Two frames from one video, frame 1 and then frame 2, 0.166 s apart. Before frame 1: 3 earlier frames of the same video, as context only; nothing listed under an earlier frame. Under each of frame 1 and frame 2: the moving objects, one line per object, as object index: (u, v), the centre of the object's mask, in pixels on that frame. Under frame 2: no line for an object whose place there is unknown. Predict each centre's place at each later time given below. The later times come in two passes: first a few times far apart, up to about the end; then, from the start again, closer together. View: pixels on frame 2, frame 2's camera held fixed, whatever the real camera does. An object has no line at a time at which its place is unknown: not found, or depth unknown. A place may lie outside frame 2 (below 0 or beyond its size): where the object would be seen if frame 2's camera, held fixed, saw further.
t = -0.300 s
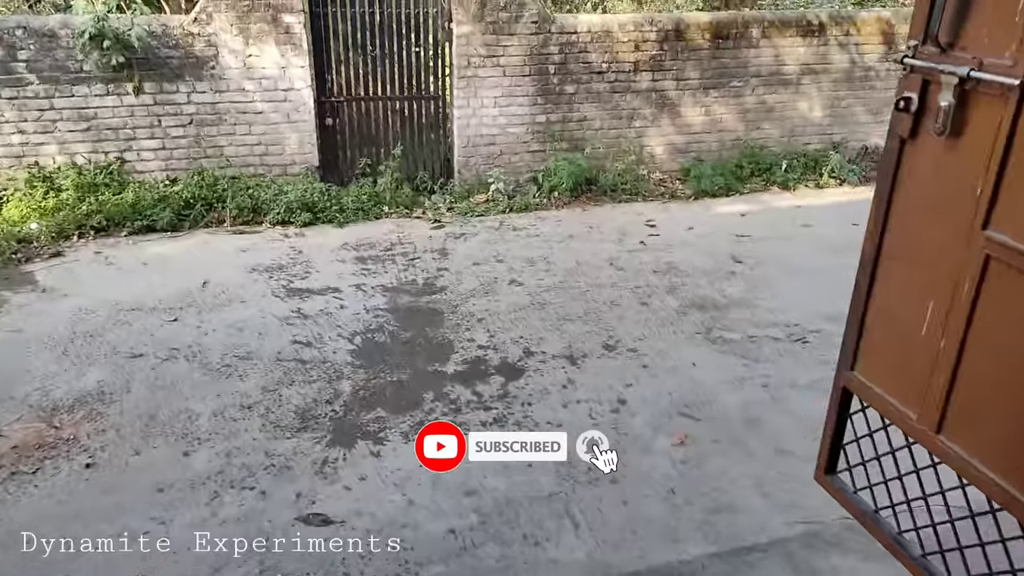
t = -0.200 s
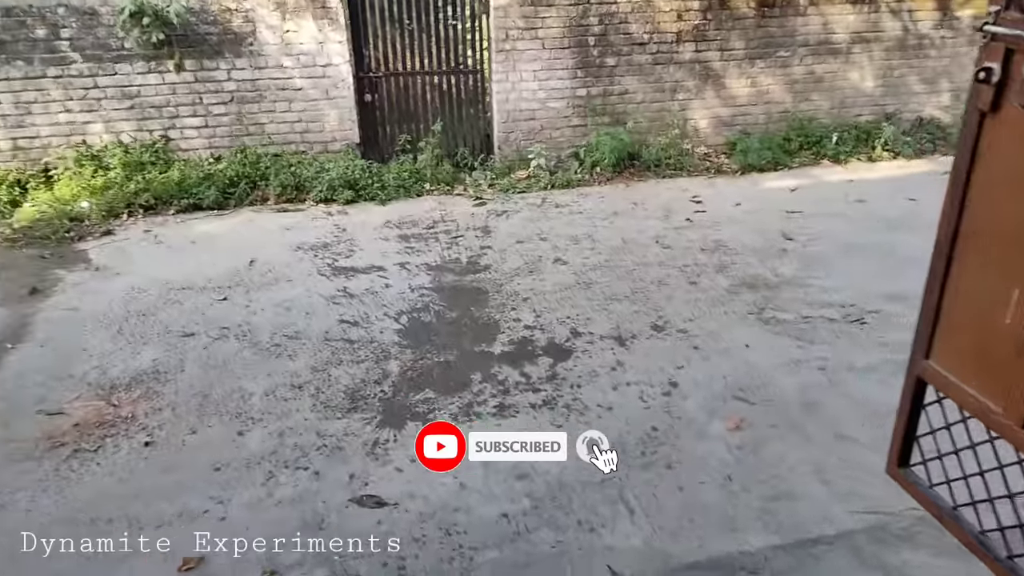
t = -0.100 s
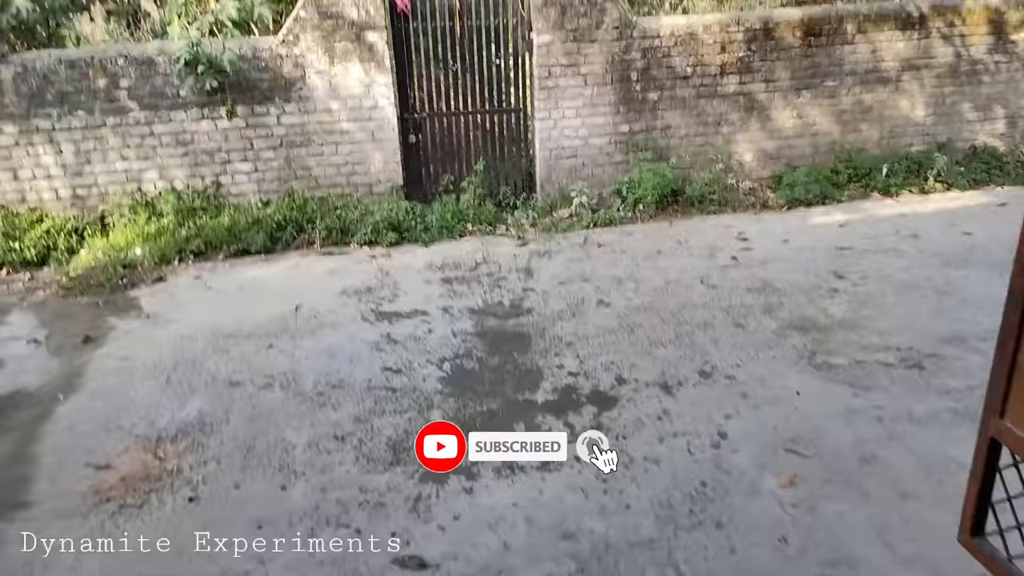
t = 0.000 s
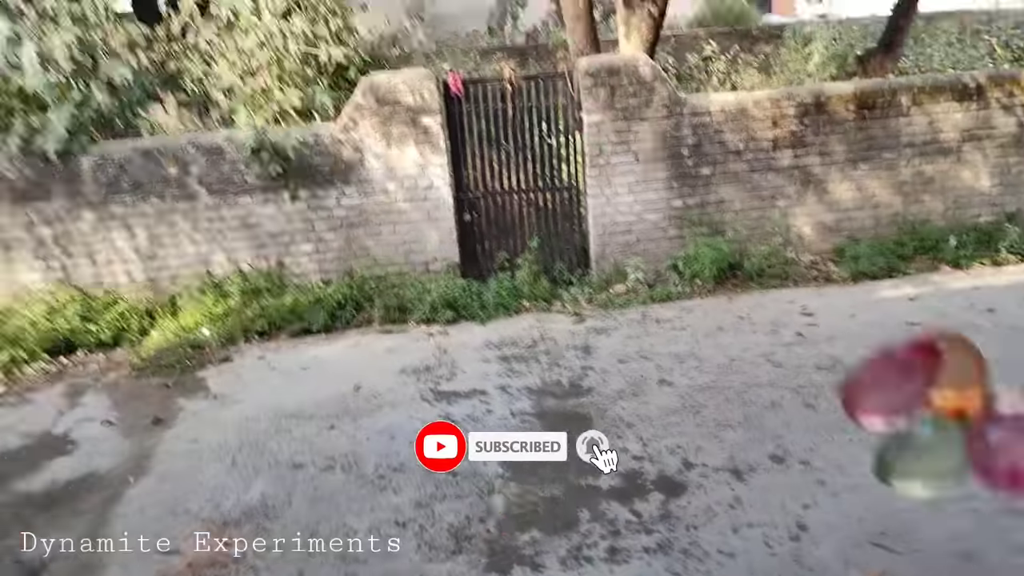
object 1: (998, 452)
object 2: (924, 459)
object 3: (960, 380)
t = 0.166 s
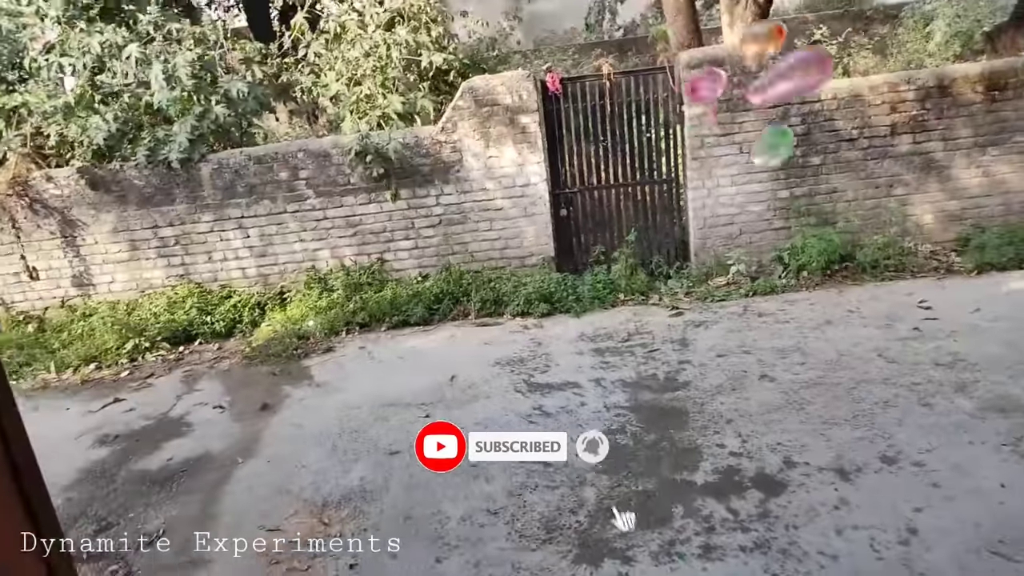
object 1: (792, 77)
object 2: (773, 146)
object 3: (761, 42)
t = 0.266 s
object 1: (712, 69)
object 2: (707, 133)
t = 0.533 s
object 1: (630, 216)
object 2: (637, 253)
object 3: (618, 164)
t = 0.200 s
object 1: (765, 67)
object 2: (750, 136)
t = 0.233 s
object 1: (737, 66)
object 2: (728, 133)
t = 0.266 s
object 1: (712, 69)
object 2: (707, 133)
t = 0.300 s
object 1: (696, 83)
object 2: (693, 144)
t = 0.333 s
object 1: (681, 94)
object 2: (679, 153)
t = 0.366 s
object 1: (668, 110)
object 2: (669, 166)
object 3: (653, 66)
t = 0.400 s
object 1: (658, 130)
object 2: (661, 181)
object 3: (644, 85)
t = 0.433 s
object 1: (648, 149)
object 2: (653, 197)
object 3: (635, 102)
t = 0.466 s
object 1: (642, 170)
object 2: (647, 214)
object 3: (629, 122)
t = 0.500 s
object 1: (635, 193)
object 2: (641, 233)
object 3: (623, 143)
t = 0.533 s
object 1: (630, 216)
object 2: (637, 253)
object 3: (618, 164)
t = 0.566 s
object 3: (615, 186)
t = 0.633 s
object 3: (609, 230)
